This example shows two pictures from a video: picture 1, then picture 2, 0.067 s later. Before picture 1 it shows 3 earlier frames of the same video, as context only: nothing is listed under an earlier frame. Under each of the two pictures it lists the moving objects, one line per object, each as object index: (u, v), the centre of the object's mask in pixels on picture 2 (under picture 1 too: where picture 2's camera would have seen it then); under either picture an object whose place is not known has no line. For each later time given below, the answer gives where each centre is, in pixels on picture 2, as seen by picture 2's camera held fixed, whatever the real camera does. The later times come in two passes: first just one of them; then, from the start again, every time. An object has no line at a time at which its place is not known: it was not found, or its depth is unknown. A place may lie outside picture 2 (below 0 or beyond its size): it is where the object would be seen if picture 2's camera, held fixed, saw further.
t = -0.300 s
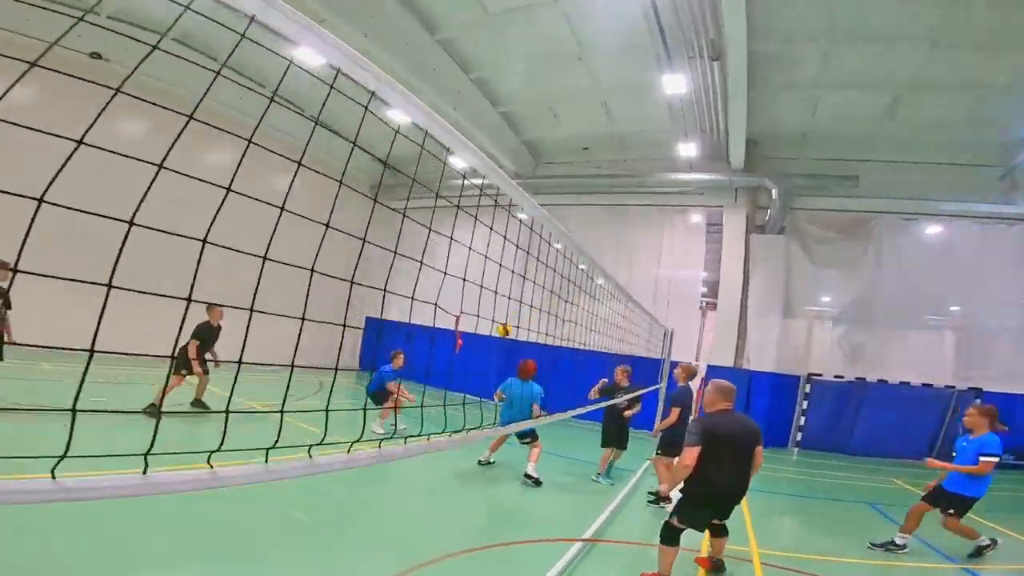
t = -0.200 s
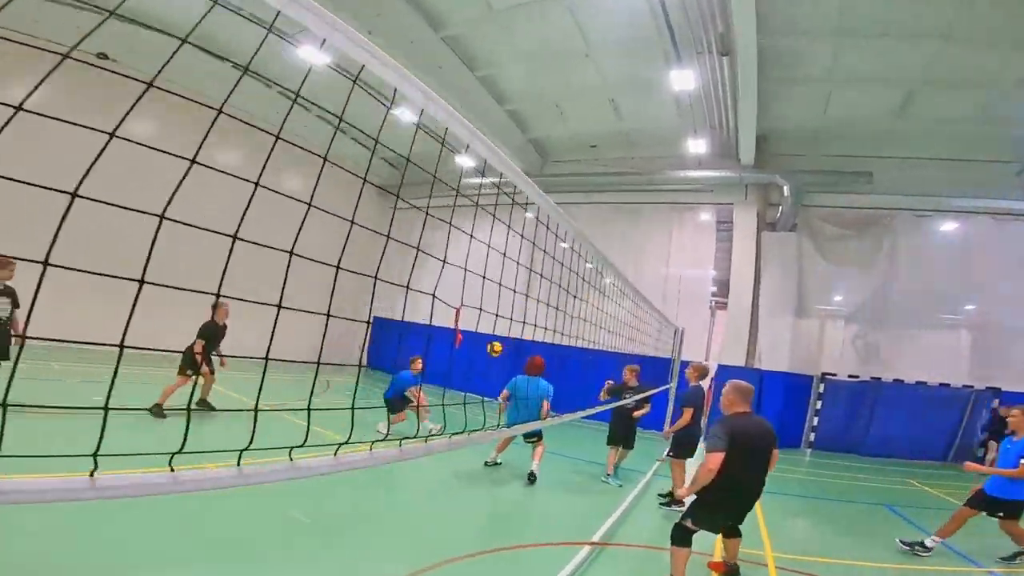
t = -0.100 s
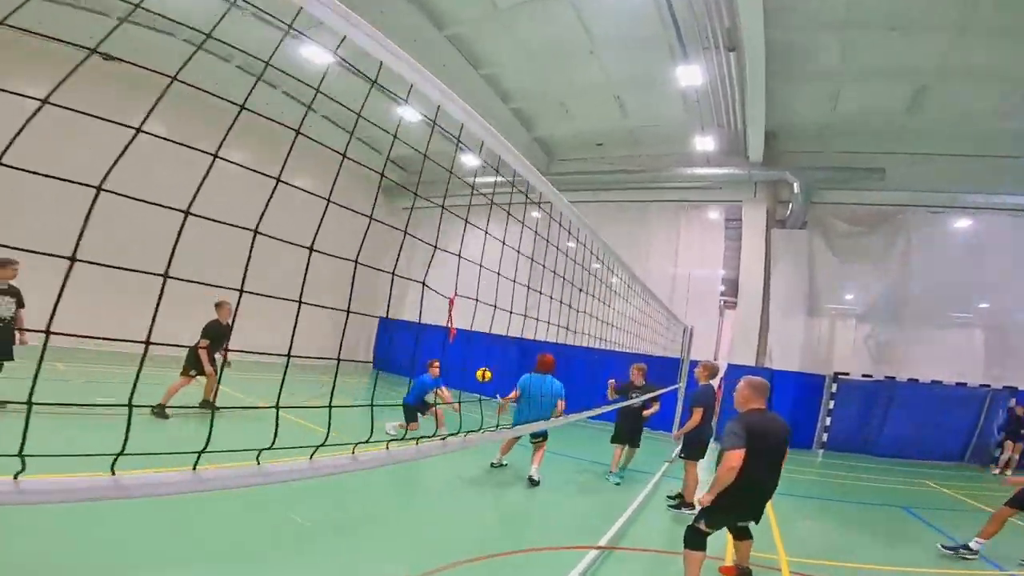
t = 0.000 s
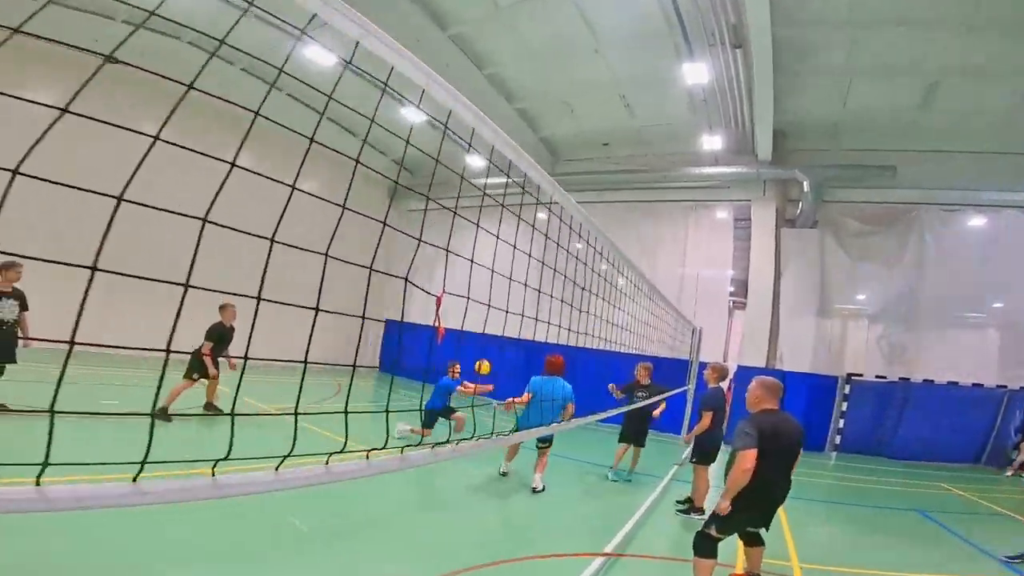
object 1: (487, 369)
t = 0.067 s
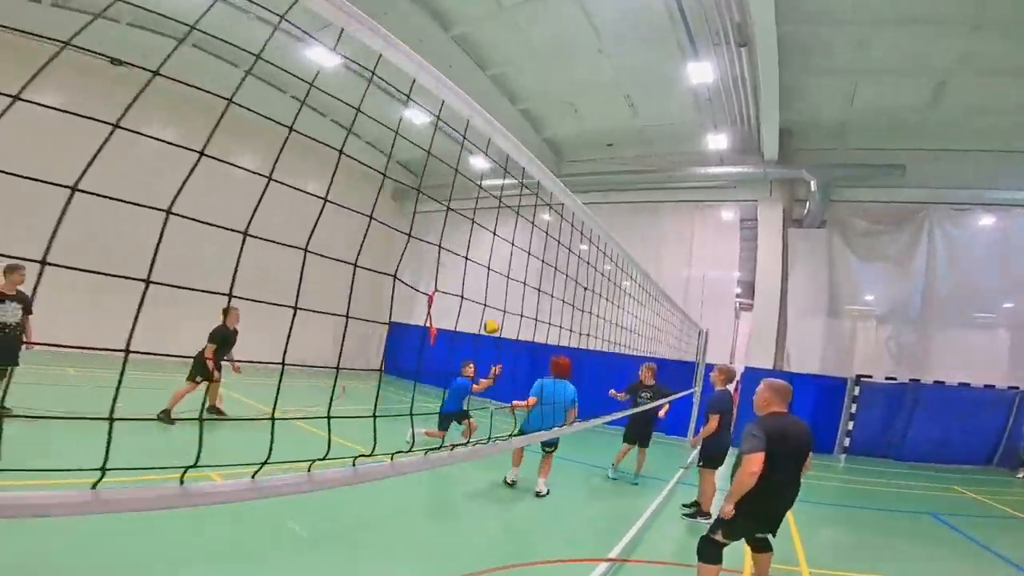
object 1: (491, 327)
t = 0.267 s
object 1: (502, 192)
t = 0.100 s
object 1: (493, 305)
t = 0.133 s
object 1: (495, 283)
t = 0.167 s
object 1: (497, 261)
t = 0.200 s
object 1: (499, 238)
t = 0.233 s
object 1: (501, 215)
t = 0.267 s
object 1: (502, 192)
